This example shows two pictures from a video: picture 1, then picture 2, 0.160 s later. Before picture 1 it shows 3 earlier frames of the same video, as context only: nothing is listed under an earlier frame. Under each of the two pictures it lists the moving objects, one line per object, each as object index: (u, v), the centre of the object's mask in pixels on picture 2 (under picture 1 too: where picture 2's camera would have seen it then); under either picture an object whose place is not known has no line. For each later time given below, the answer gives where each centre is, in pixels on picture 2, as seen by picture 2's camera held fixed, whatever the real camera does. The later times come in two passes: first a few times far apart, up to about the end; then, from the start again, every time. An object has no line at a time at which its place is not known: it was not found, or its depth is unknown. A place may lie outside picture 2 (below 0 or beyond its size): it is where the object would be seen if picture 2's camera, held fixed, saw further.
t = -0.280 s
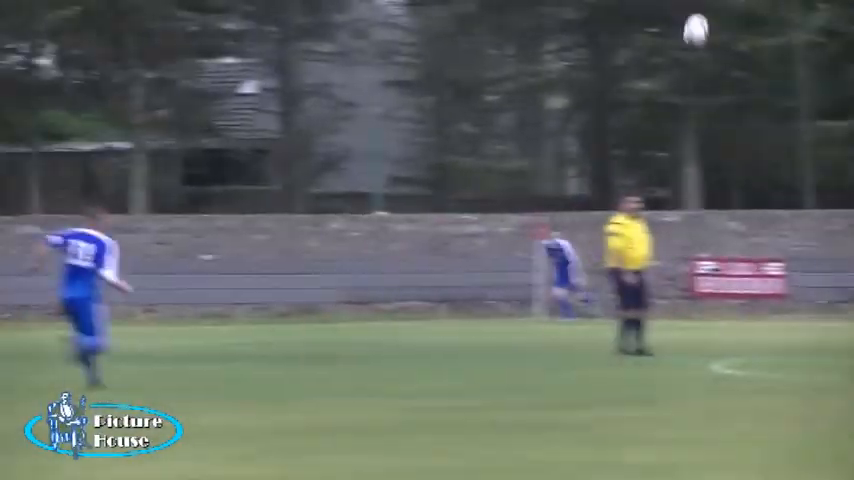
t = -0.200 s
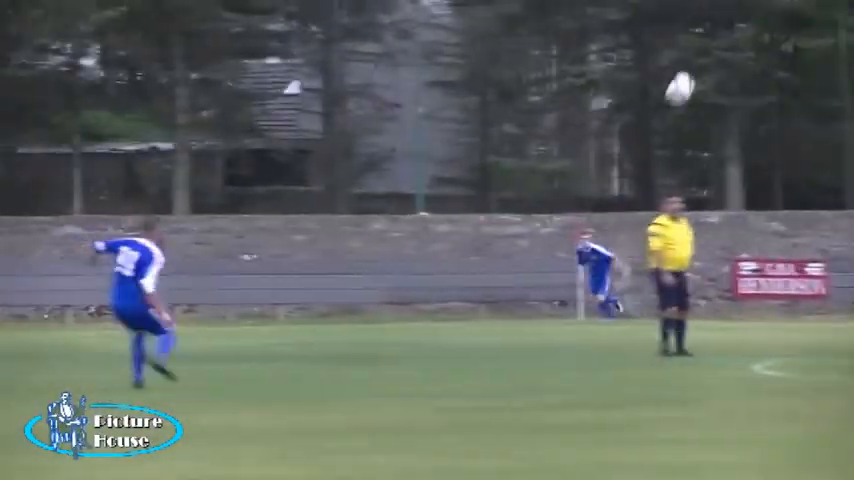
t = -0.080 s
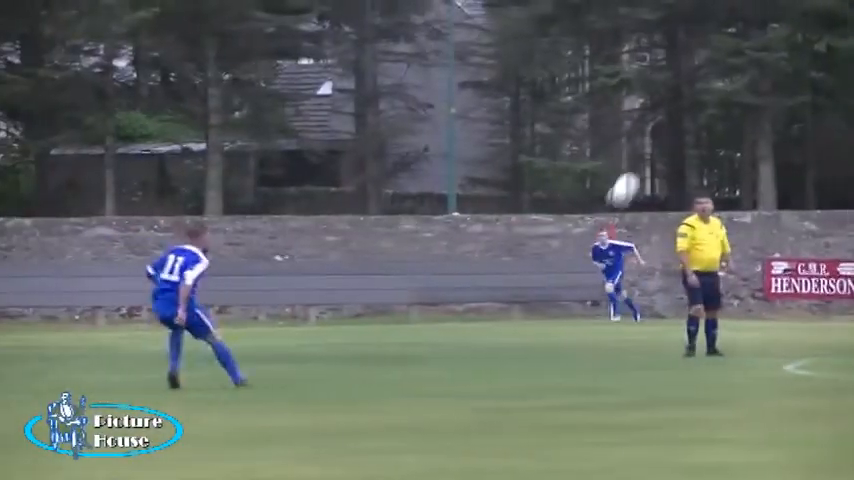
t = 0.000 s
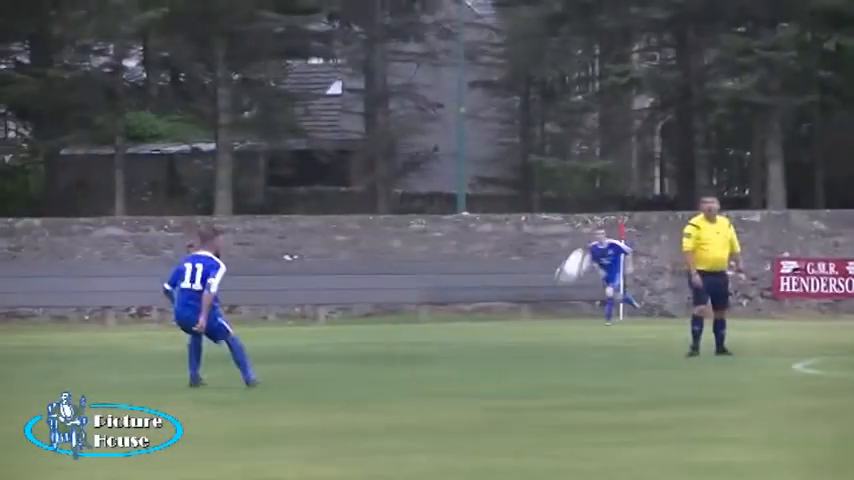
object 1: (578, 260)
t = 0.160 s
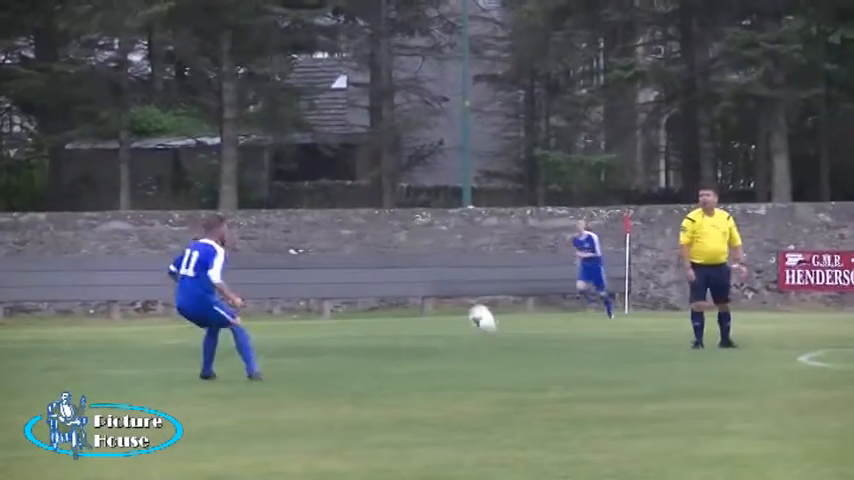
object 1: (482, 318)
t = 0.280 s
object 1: (434, 248)
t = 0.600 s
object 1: (306, 138)
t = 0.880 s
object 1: (193, 131)
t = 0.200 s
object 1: (467, 294)
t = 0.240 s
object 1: (451, 271)
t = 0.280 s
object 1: (434, 248)
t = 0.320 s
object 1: (419, 228)
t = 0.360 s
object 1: (403, 210)
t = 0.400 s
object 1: (386, 194)
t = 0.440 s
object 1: (371, 180)
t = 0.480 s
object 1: (354, 167)
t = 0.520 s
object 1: (339, 156)
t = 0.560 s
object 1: (323, 146)
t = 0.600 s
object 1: (306, 138)
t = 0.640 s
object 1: (291, 131)
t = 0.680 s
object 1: (275, 127)
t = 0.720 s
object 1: (260, 124)
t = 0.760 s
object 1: (243, 123)
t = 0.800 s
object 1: (227, 123)
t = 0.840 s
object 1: (210, 126)
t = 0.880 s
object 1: (193, 131)
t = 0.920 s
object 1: (177, 136)
